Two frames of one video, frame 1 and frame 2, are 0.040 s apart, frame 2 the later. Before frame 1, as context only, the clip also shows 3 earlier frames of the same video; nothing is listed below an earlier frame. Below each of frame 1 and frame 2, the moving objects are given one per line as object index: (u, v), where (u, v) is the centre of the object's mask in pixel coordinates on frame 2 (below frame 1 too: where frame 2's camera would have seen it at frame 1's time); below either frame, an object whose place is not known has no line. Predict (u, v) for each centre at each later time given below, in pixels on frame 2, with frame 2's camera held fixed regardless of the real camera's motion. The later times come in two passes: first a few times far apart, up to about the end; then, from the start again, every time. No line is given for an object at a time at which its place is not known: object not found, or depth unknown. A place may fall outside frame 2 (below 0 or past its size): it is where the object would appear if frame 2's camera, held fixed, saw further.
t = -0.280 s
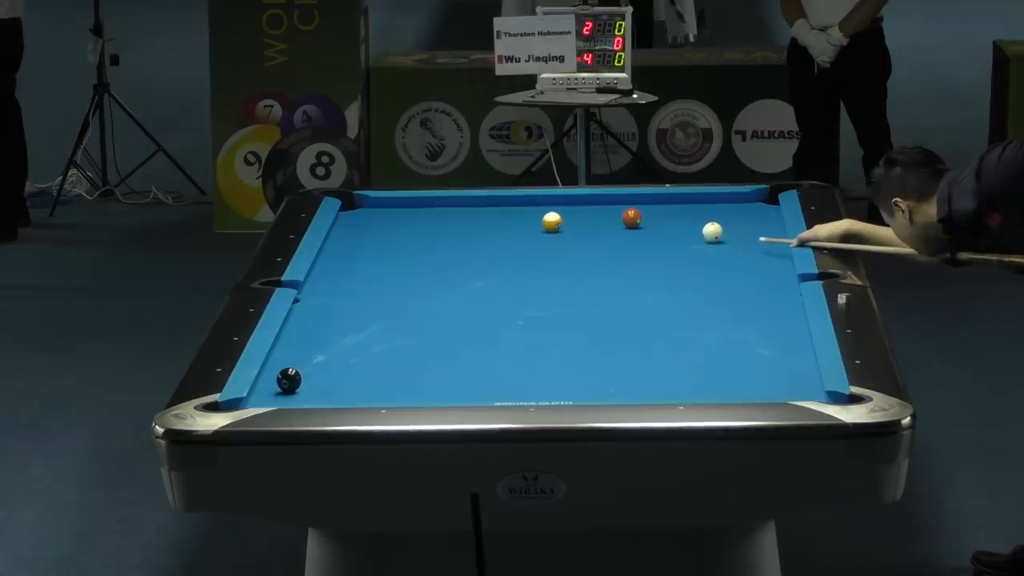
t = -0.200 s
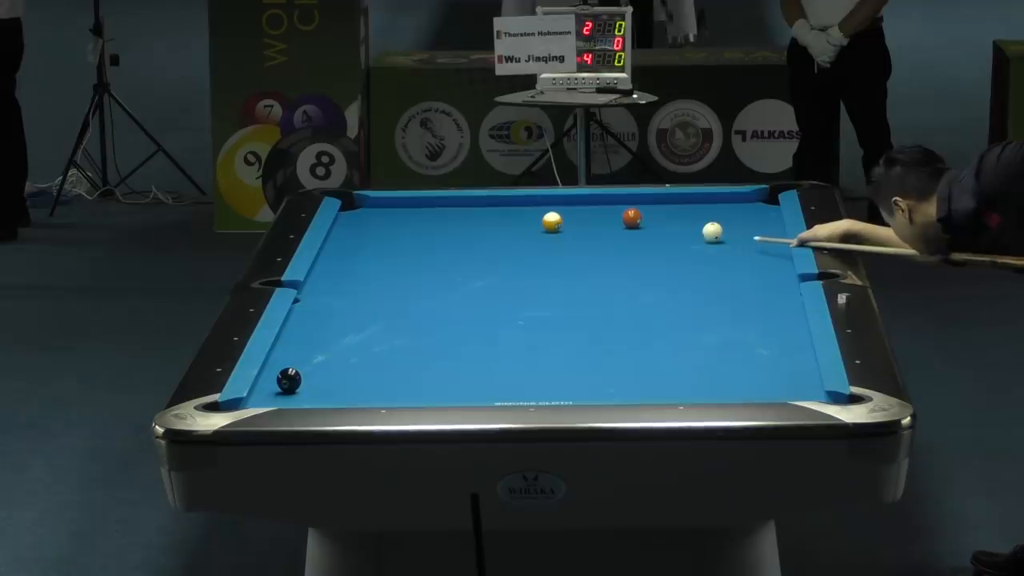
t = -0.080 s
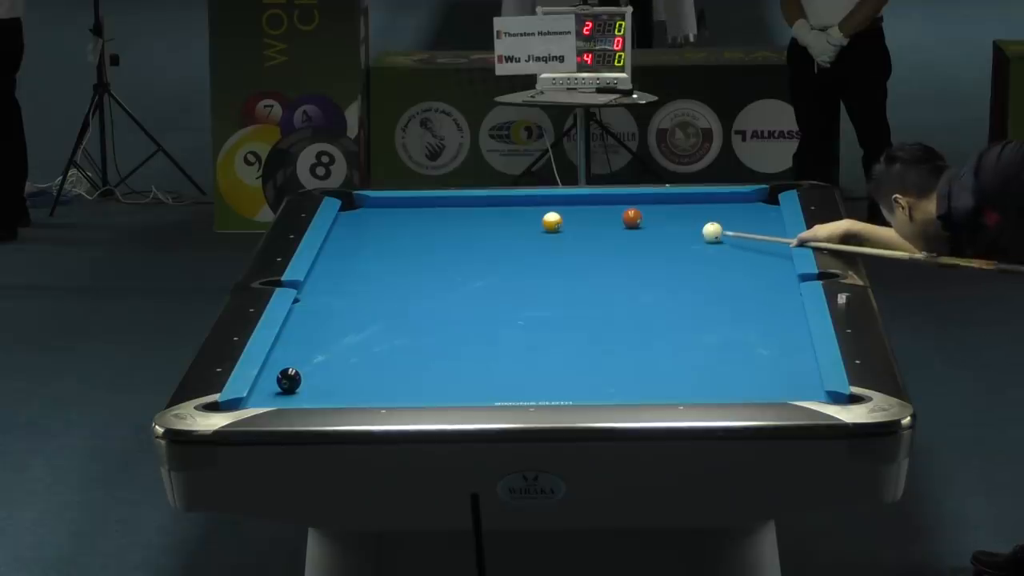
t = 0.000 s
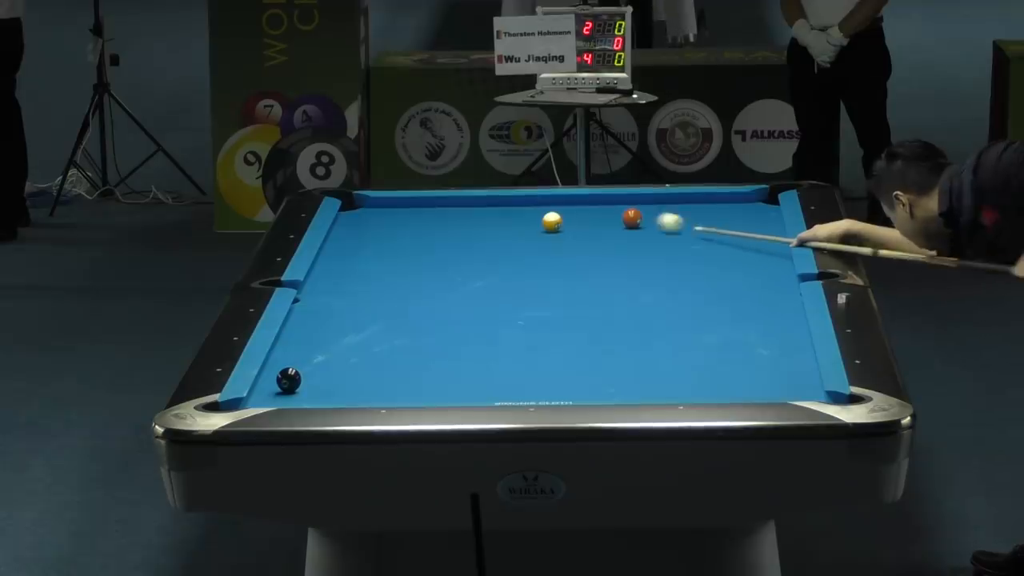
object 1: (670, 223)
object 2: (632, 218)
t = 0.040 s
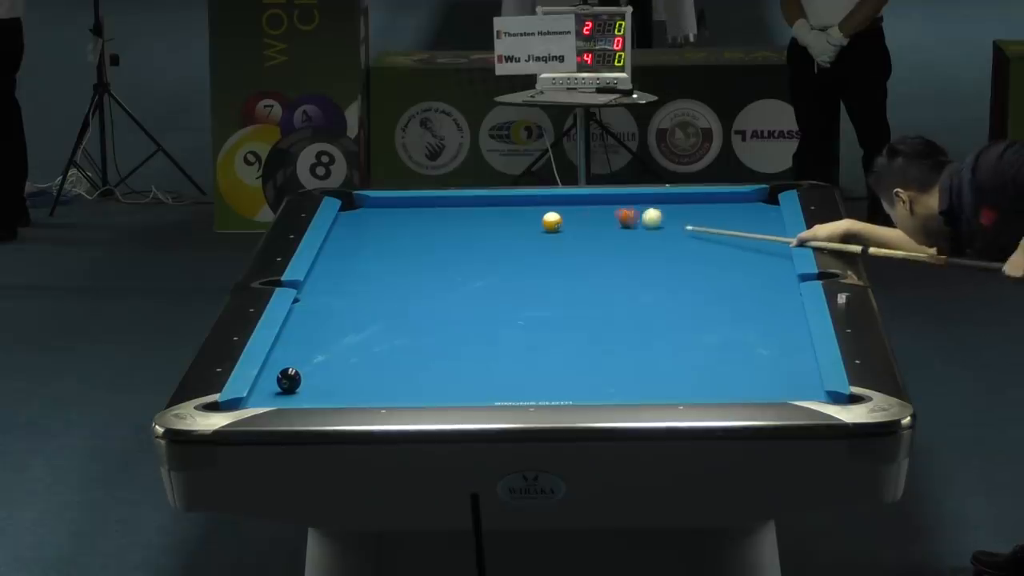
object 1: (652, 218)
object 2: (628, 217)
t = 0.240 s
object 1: (671, 205)
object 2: (502, 209)
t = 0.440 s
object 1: (692, 199)
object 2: (408, 204)
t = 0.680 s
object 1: (726, 206)
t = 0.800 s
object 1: (742, 208)
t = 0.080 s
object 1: (656, 215)
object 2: (599, 215)
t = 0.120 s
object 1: (661, 212)
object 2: (573, 214)
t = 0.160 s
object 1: (665, 210)
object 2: (546, 209)
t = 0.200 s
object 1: (668, 207)
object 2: (524, 211)
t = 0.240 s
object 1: (671, 205)
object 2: (502, 209)
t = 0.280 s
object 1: (675, 202)
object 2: (482, 208)
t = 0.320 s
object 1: (678, 200)
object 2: (462, 207)
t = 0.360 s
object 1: (681, 198)
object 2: (444, 207)
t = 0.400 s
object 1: (685, 197)
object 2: (425, 205)
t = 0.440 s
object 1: (692, 199)
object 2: (408, 204)
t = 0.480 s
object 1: (697, 201)
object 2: (390, 203)
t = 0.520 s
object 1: (703, 202)
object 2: (372, 202)
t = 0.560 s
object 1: (709, 203)
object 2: (355, 200)
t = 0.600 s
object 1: (715, 204)
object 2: (342, 198)
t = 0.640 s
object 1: (720, 205)
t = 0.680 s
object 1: (726, 206)
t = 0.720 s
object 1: (731, 207)
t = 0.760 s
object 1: (737, 208)
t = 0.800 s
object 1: (742, 208)
